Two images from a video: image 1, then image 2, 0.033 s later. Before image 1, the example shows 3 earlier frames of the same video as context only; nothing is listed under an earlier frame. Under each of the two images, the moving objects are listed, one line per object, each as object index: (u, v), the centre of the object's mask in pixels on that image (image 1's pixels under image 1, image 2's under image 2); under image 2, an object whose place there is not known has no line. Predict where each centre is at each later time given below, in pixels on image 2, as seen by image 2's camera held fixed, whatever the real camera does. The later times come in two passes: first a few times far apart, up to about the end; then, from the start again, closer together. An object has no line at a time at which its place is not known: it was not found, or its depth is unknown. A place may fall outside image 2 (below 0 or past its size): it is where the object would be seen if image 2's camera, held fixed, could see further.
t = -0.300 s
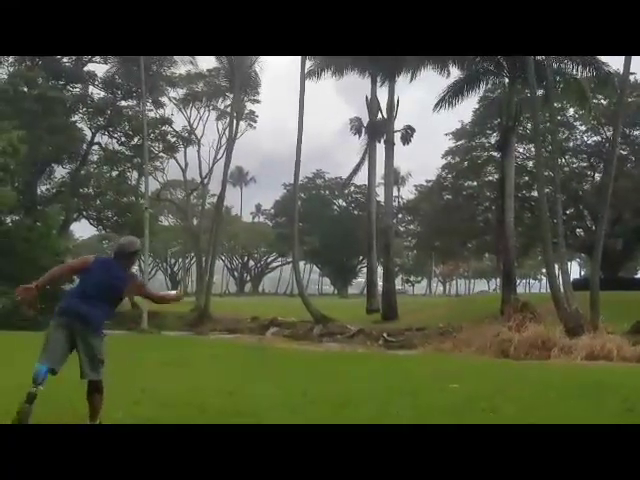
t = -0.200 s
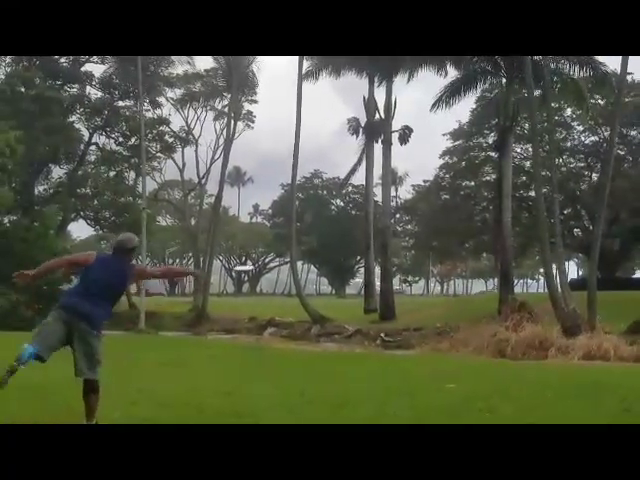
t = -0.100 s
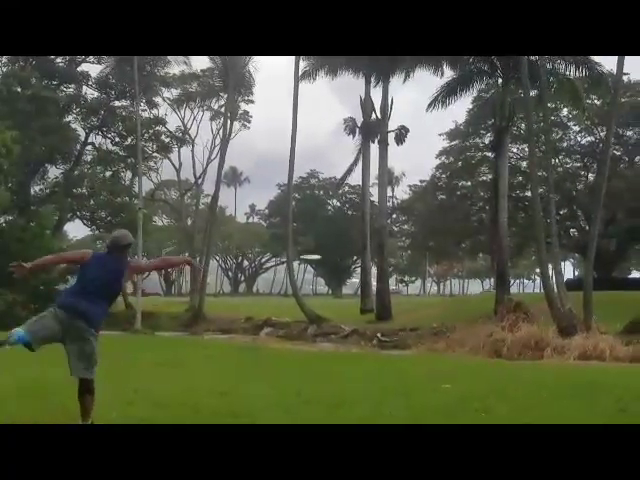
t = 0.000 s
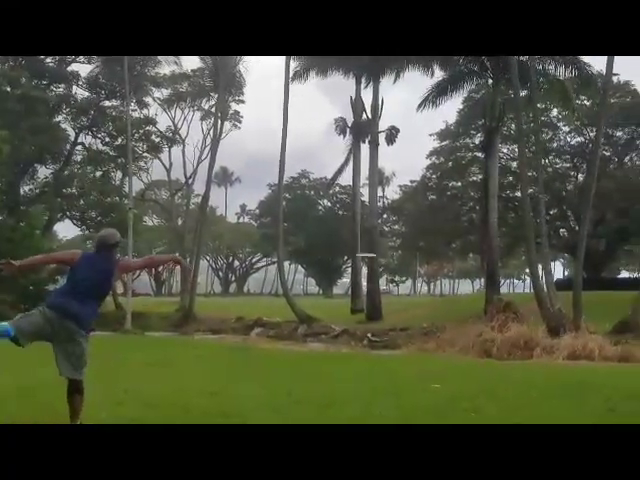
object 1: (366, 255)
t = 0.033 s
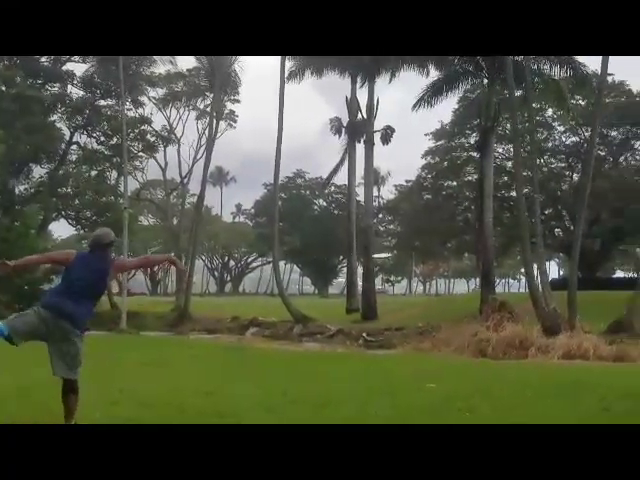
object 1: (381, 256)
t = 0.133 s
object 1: (439, 262)
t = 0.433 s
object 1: (591, 297)
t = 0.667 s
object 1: (693, 333)
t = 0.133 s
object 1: (439, 262)
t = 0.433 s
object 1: (591, 297)
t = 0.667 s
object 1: (693, 333)
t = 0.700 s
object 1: (697, 335)
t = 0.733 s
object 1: (695, 339)
